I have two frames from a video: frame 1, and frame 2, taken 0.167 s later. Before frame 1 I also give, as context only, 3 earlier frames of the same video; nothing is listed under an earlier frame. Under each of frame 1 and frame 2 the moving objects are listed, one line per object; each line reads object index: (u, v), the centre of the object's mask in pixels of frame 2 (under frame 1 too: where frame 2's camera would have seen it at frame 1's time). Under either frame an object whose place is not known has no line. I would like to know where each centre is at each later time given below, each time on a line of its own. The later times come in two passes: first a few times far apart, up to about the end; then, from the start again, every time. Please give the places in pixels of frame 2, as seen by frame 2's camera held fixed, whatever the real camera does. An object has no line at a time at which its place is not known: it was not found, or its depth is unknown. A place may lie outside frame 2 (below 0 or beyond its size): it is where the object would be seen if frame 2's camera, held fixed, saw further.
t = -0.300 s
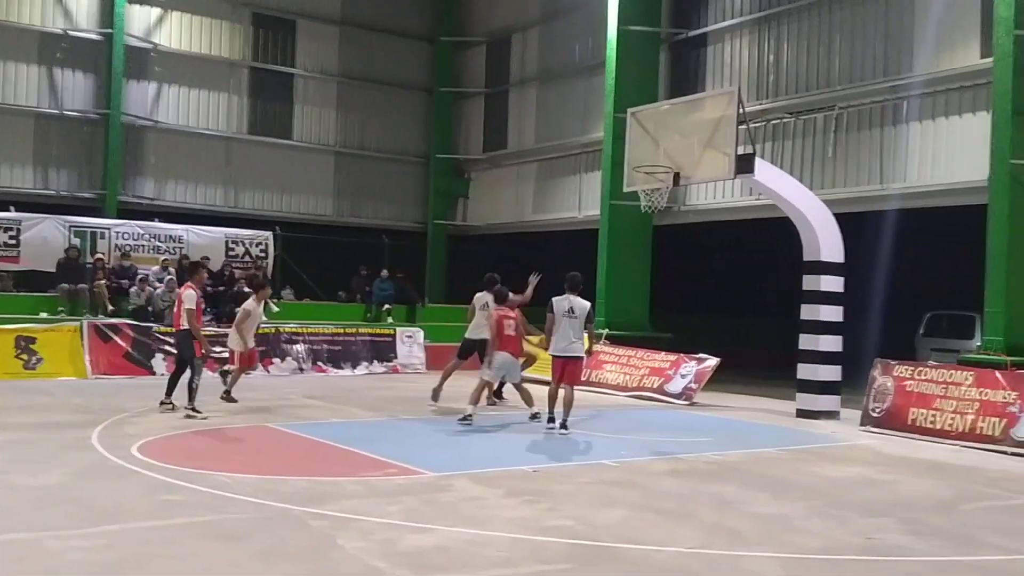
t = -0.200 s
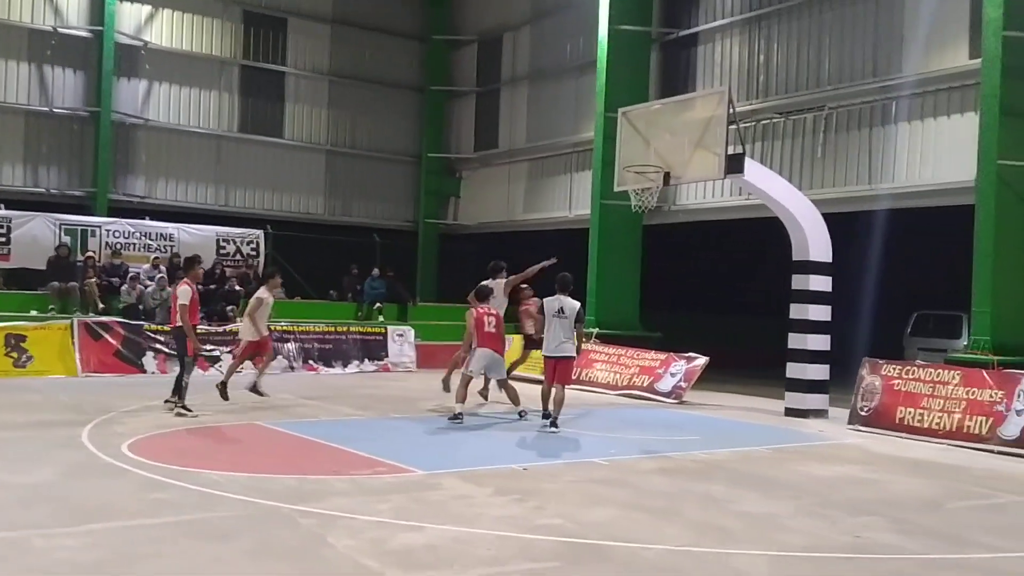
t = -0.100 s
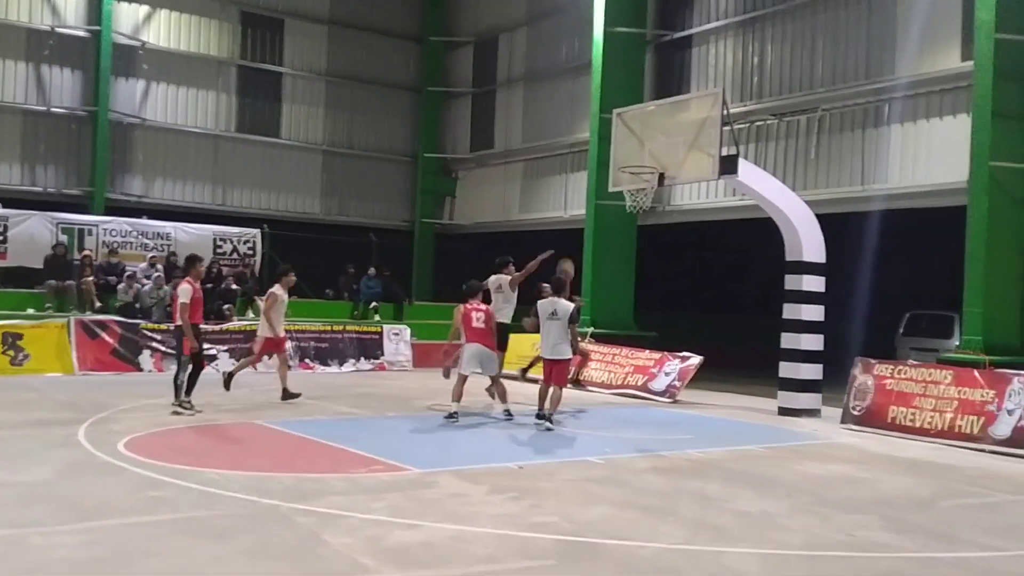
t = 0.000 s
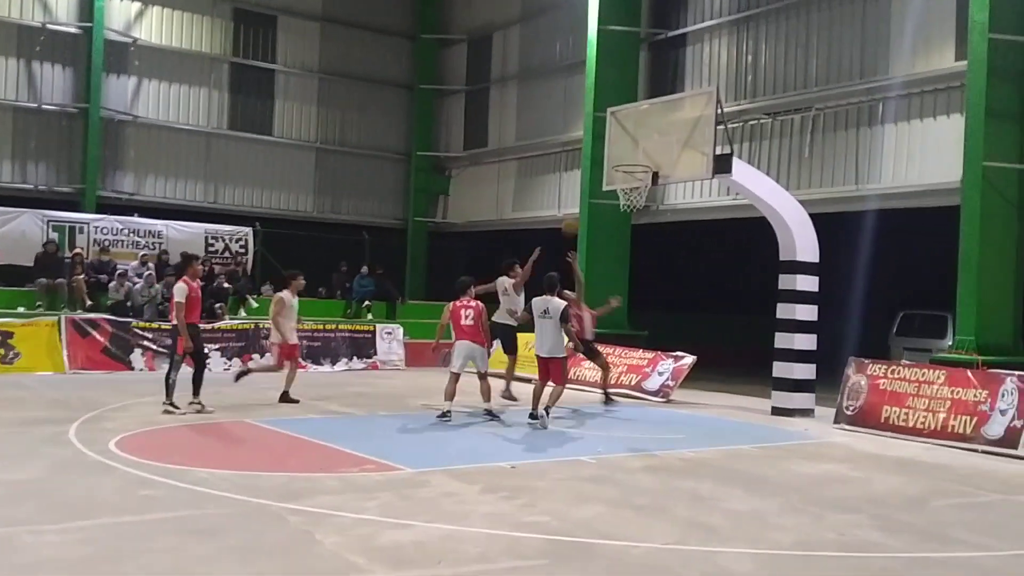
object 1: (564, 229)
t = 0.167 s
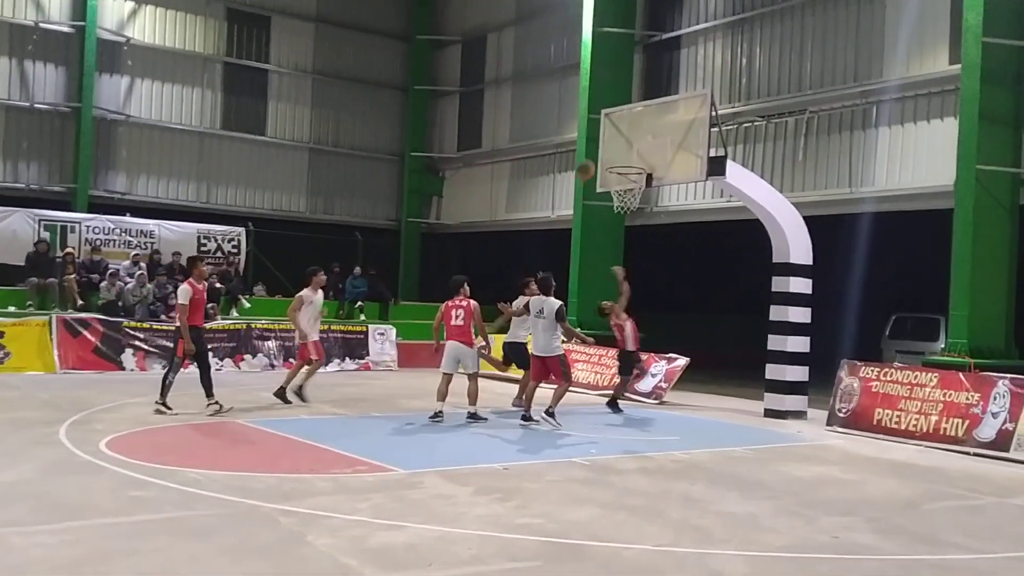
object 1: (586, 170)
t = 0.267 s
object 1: (598, 144)
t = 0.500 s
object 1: (627, 113)
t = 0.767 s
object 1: (660, 132)
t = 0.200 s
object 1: (590, 161)
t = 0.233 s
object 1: (593, 152)
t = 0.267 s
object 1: (598, 144)
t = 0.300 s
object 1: (602, 137)
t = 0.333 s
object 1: (605, 132)
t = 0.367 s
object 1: (610, 127)
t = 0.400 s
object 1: (614, 122)
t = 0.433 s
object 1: (618, 118)
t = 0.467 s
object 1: (623, 115)
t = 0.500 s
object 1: (627, 113)
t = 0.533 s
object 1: (632, 111)
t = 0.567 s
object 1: (635, 112)
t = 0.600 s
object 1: (640, 113)
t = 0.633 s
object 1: (643, 115)
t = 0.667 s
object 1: (647, 117)
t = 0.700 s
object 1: (652, 122)
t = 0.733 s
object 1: (656, 126)
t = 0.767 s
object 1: (660, 132)
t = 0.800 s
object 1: (664, 138)
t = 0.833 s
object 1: (668, 146)
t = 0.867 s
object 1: (673, 155)
